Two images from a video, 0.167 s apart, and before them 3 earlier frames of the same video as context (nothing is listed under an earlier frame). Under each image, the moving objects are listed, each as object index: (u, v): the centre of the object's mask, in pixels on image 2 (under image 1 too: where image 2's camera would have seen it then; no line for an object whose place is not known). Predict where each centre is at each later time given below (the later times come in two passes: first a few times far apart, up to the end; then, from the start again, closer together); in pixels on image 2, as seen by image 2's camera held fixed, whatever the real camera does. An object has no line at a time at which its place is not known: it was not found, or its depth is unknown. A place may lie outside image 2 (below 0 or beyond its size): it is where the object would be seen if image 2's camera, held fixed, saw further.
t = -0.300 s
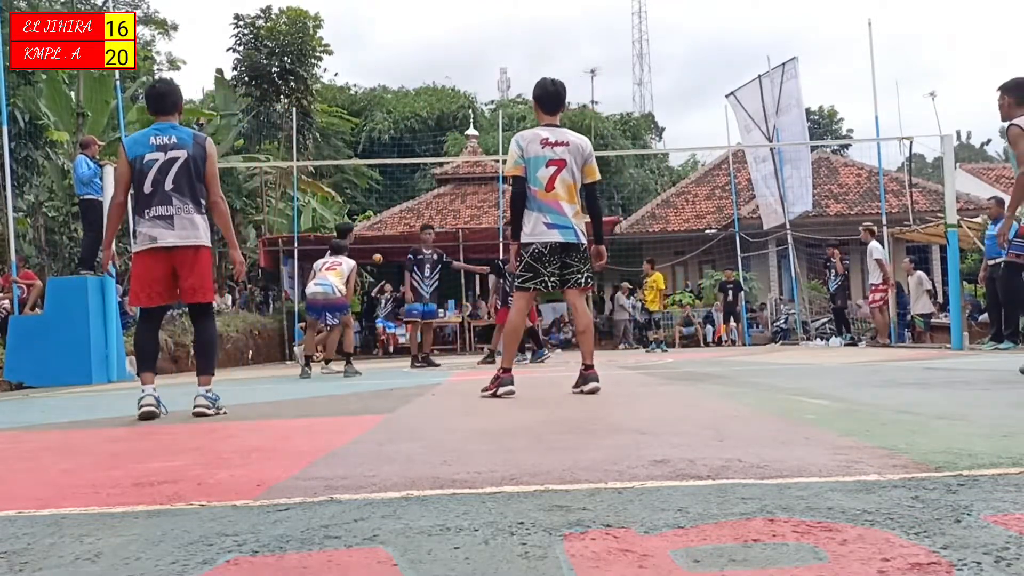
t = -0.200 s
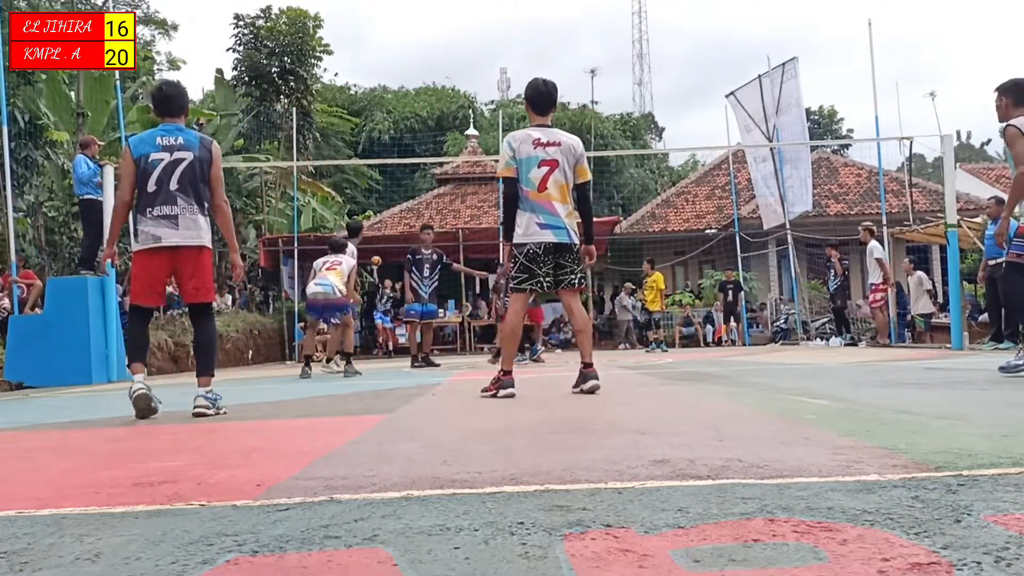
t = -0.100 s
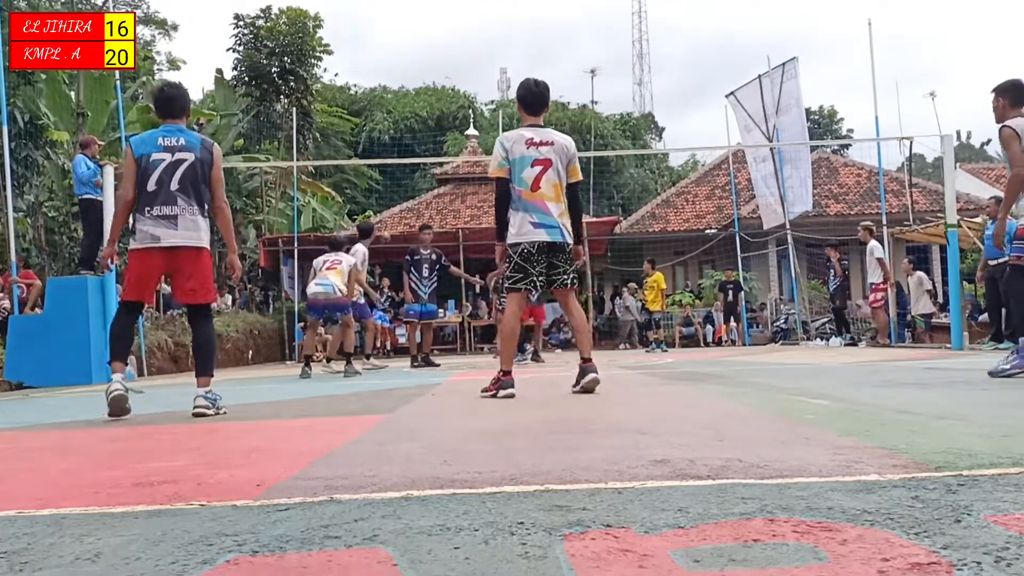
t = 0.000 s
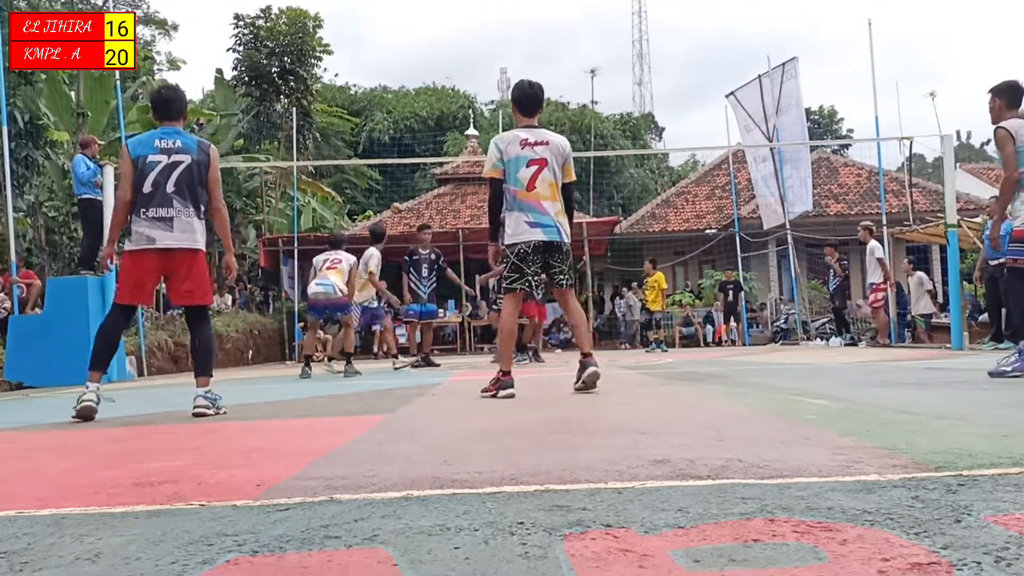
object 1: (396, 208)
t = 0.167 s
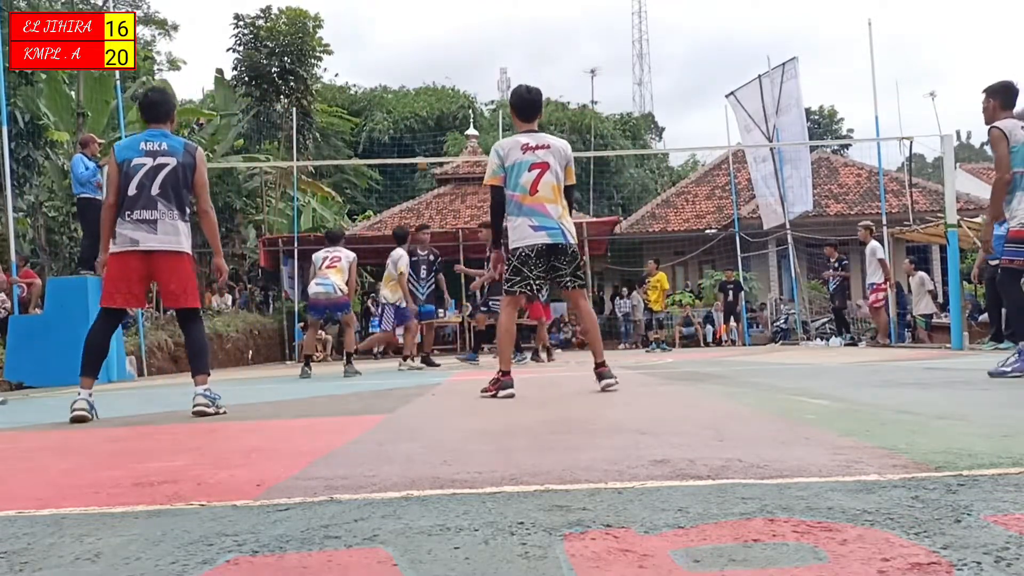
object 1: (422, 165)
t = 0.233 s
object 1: (433, 147)
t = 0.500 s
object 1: (504, 100)
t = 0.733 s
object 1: (618, 88)
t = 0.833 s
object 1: (695, 101)
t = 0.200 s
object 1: (426, 153)
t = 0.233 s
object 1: (433, 147)
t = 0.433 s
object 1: (483, 107)
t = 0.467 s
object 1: (494, 103)
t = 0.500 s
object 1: (504, 100)
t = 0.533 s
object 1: (518, 95)
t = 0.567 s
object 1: (529, 92)
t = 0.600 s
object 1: (544, 88)
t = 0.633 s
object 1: (561, 88)
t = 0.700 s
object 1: (597, 87)
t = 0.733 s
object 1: (618, 88)
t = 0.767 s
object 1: (641, 91)
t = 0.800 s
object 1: (667, 95)
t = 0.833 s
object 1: (695, 101)
